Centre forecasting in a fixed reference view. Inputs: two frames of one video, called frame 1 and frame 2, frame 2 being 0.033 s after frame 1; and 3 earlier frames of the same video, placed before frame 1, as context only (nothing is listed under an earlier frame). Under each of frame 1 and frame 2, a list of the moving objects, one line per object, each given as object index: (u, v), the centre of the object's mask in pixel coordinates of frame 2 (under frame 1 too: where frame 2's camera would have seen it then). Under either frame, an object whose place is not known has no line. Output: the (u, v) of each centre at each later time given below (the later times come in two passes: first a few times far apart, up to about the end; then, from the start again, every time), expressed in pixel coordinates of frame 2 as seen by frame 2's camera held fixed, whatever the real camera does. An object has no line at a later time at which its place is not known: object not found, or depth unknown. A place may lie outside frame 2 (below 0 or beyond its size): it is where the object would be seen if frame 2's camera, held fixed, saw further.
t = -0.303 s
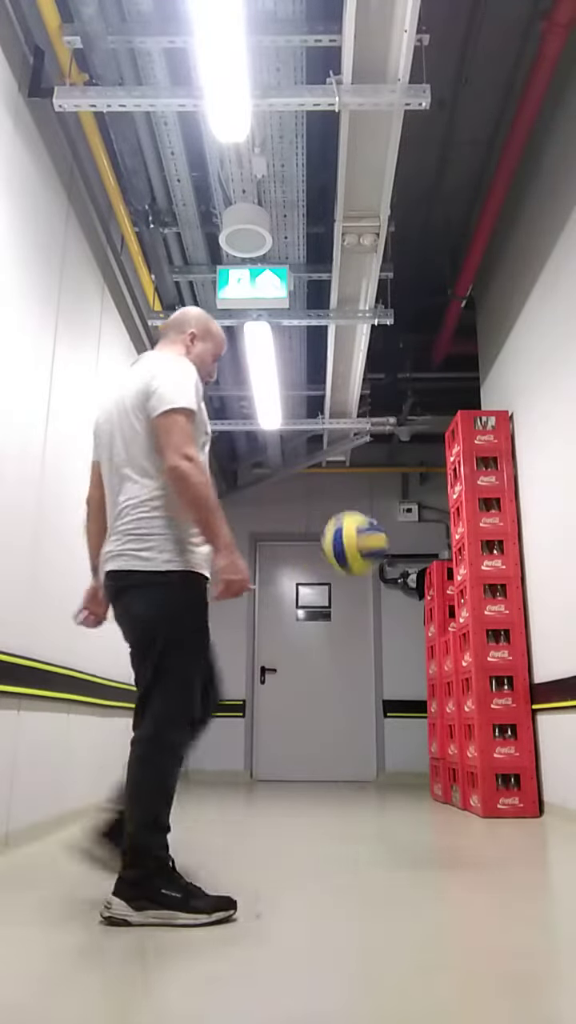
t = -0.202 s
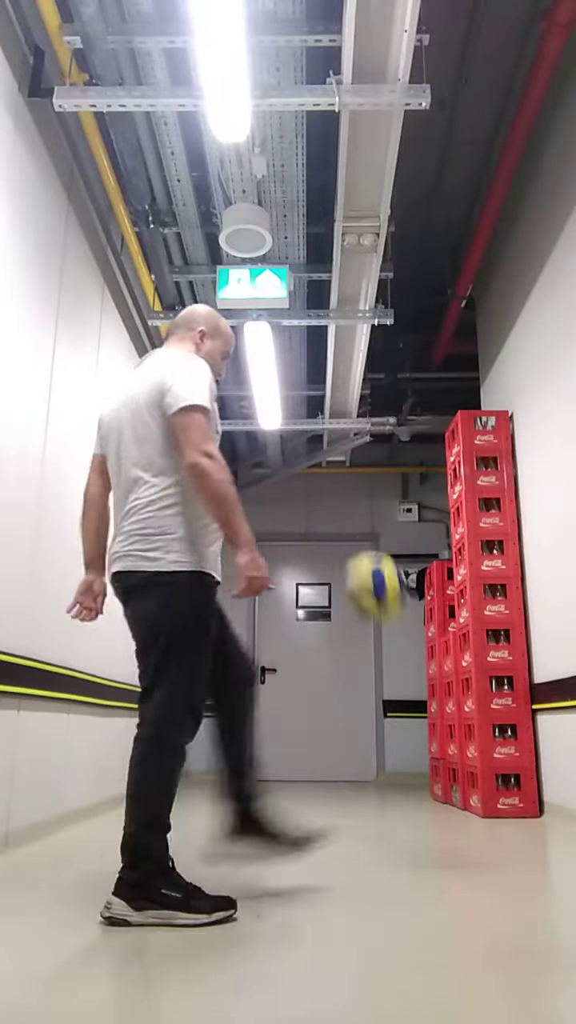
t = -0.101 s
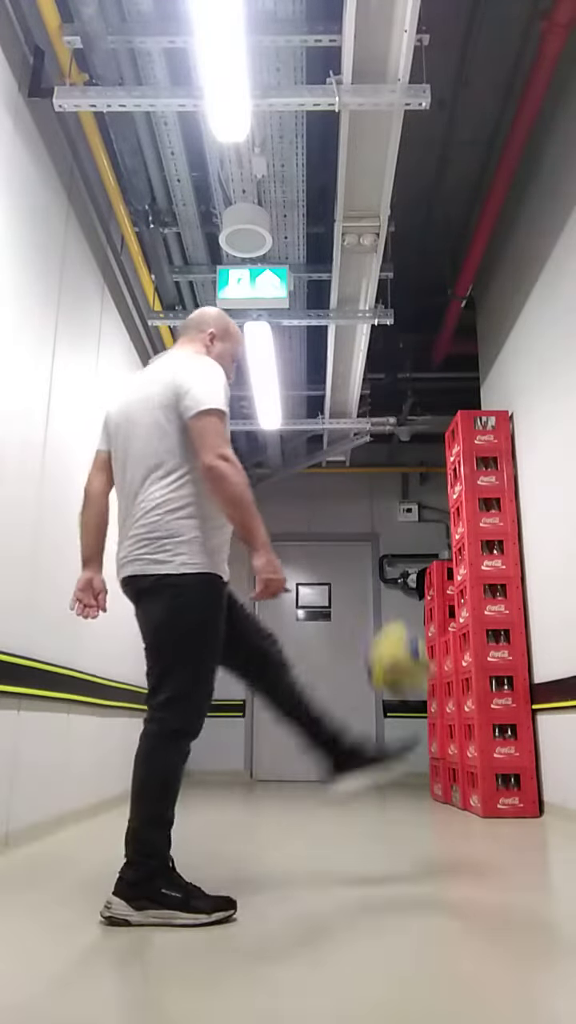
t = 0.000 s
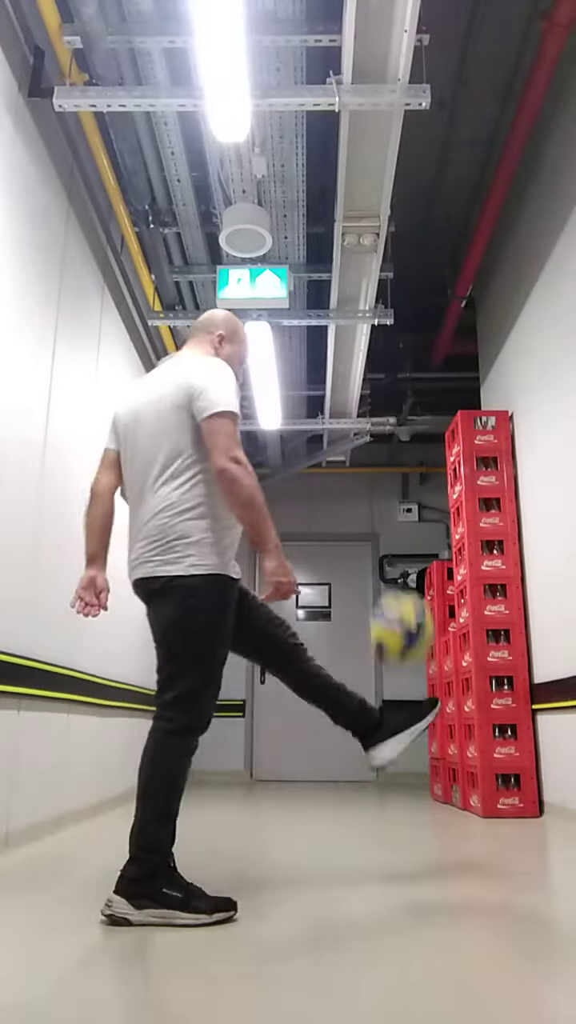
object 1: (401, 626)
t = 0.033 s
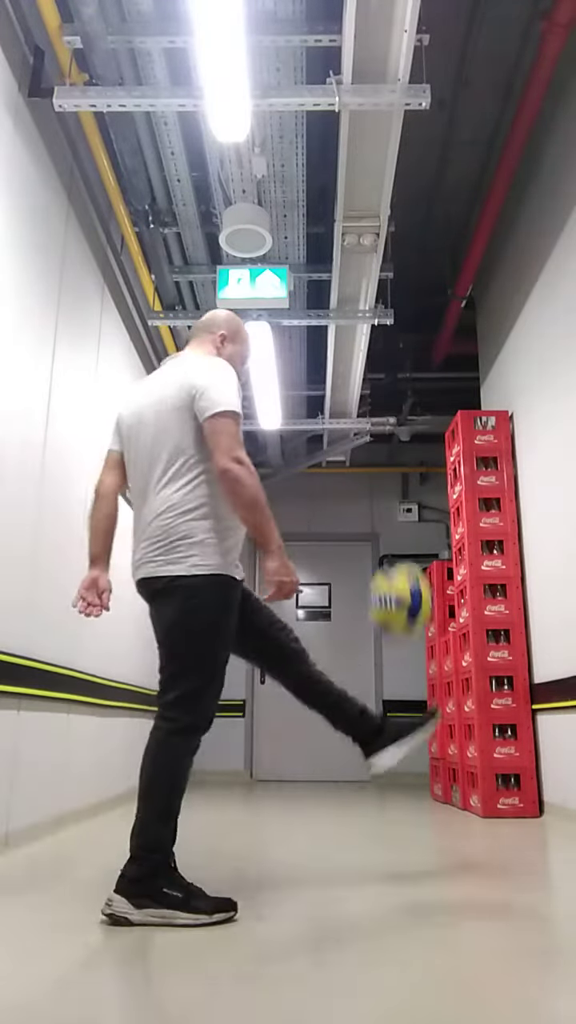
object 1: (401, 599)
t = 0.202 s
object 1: (396, 507)
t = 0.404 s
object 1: (394, 501)
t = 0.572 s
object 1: (394, 589)
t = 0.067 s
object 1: (399, 574)
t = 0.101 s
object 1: (399, 554)
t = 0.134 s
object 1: (397, 534)
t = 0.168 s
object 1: (397, 520)
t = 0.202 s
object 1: (396, 507)
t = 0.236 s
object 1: (395, 498)
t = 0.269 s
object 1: (395, 492)
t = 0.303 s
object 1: (394, 490)
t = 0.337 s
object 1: (394, 491)
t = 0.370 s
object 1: (394, 494)
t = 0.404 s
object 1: (394, 501)
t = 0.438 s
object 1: (393, 511)
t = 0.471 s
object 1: (392, 524)
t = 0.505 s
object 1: (392, 543)
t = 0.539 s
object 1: (393, 563)
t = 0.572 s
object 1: (394, 589)
